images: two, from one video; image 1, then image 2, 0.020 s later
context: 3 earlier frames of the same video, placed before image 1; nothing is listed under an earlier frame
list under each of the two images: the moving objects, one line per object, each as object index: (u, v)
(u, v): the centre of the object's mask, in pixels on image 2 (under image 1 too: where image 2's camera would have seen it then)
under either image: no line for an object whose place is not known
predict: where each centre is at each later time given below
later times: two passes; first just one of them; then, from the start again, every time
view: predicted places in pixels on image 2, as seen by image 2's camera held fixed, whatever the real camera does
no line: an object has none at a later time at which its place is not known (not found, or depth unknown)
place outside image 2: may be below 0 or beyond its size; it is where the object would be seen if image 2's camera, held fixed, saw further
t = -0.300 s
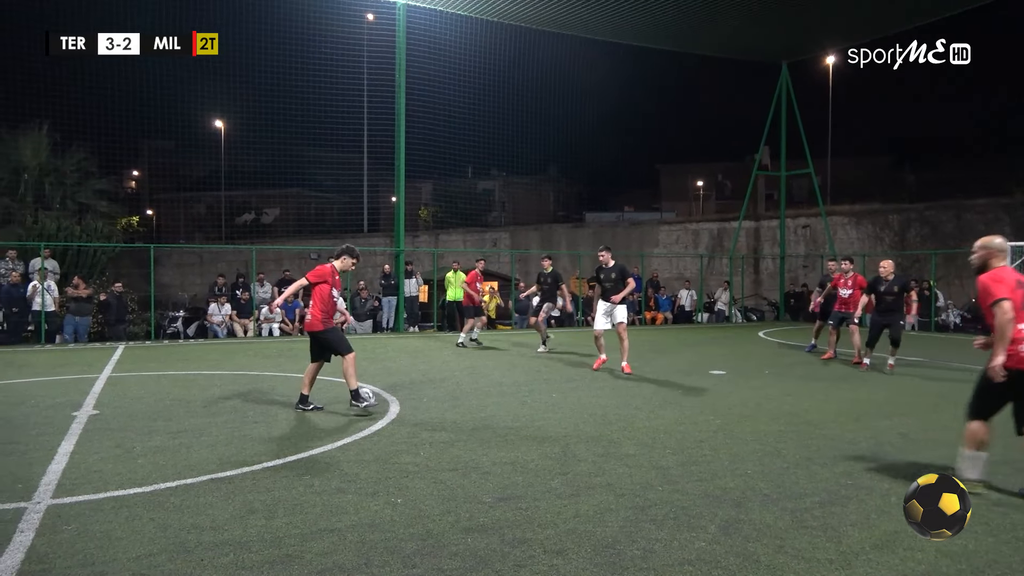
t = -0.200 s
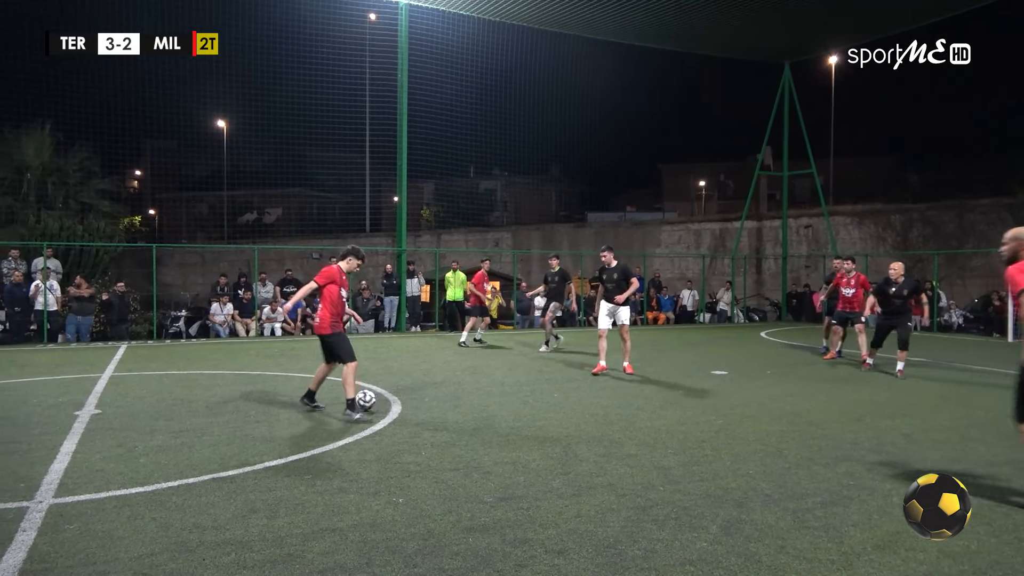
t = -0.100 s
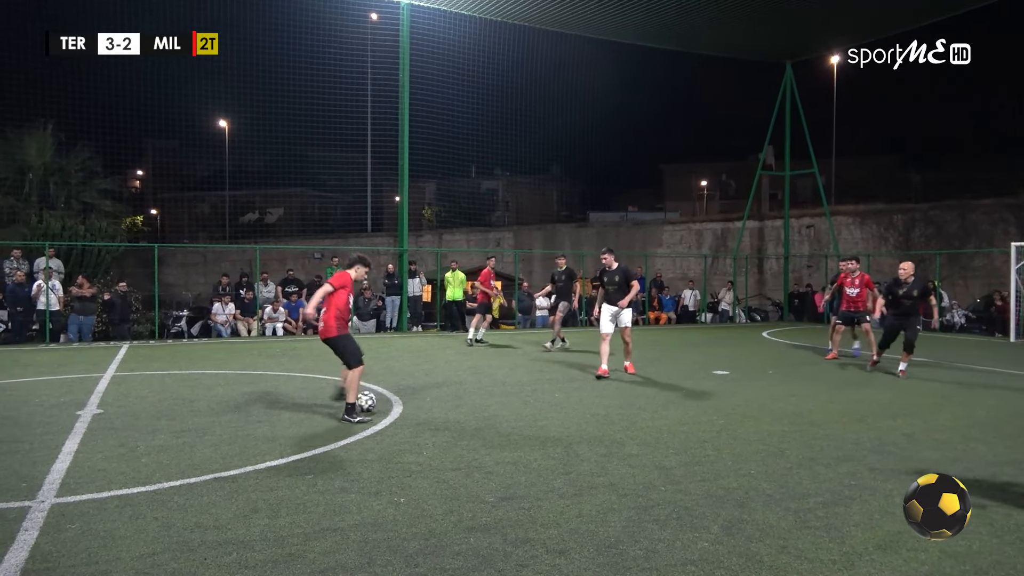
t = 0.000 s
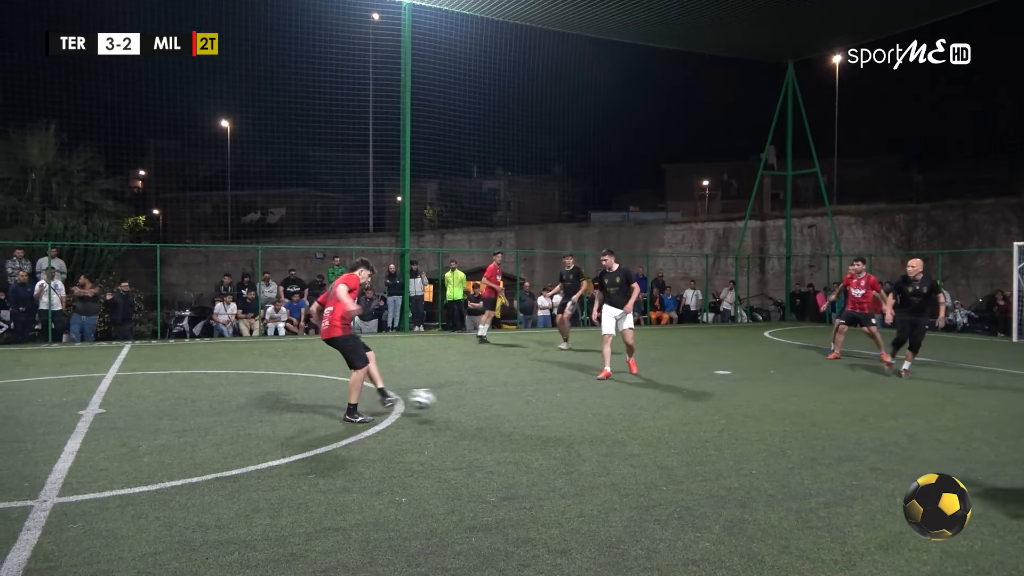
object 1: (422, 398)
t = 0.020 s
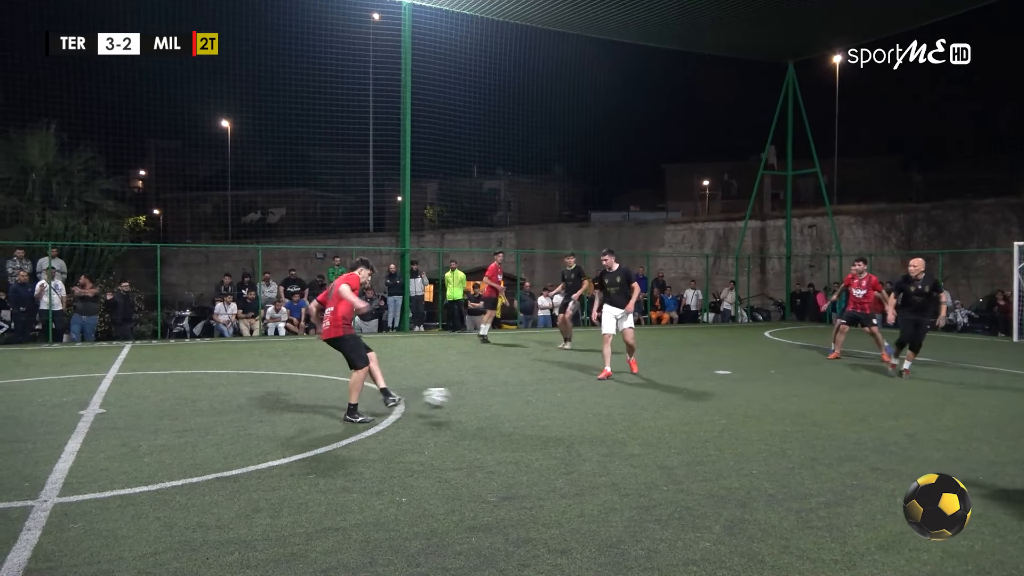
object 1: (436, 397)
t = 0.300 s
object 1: (661, 428)
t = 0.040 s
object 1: (451, 397)
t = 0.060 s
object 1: (466, 398)
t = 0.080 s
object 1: (482, 399)
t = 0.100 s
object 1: (497, 400)
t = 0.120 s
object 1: (514, 403)
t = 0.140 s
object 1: (530, 405)
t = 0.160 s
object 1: (546, 409)
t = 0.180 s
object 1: (564, 411)
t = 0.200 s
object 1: (580, 416)
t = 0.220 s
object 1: (598, 420)
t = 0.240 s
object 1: (616, 426)
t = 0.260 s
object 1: (633, 429)
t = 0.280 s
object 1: (646, 429)
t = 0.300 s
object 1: (661, 428)
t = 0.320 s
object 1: (675, 427)
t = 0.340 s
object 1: (691, 427)
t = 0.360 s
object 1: (706, 428)
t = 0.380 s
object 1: (721, 429)
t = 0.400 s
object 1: (737, 431)
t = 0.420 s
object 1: (752, 433)
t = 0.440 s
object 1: (768, 436)
